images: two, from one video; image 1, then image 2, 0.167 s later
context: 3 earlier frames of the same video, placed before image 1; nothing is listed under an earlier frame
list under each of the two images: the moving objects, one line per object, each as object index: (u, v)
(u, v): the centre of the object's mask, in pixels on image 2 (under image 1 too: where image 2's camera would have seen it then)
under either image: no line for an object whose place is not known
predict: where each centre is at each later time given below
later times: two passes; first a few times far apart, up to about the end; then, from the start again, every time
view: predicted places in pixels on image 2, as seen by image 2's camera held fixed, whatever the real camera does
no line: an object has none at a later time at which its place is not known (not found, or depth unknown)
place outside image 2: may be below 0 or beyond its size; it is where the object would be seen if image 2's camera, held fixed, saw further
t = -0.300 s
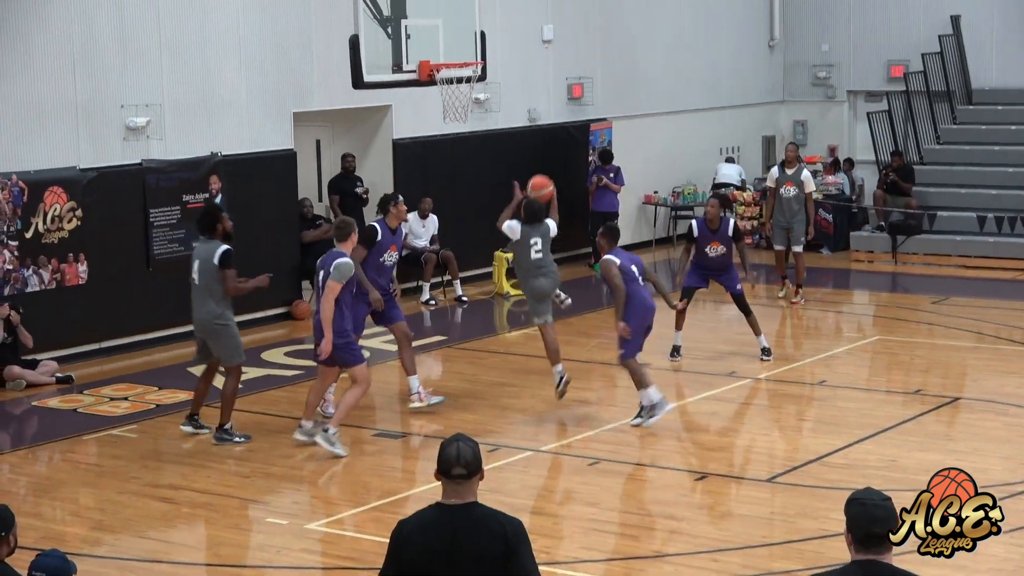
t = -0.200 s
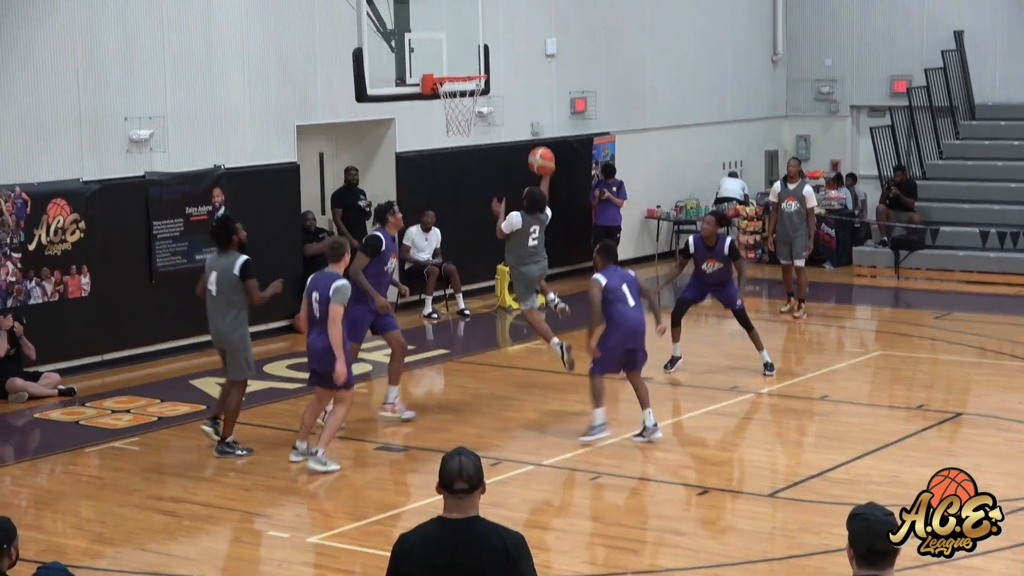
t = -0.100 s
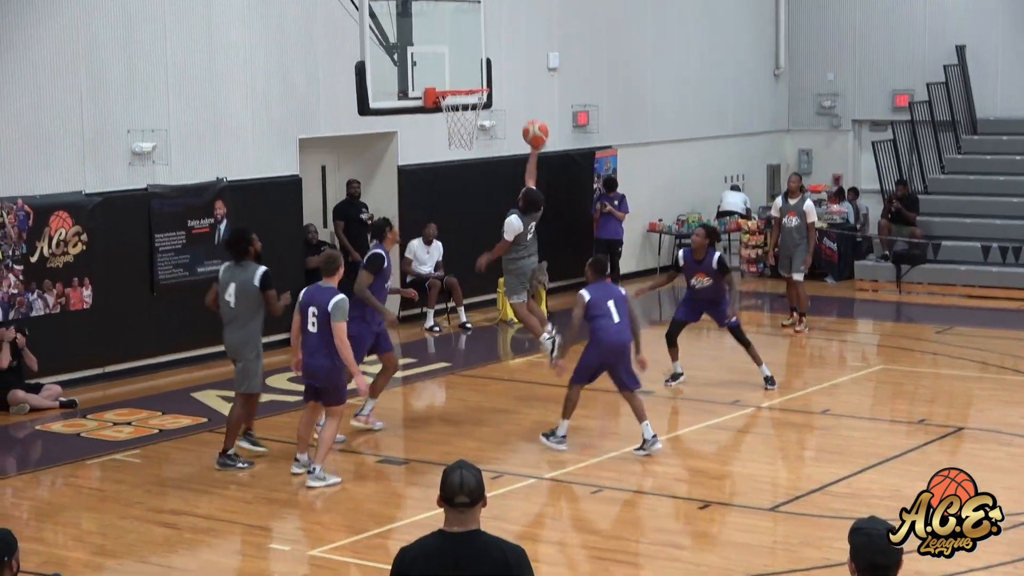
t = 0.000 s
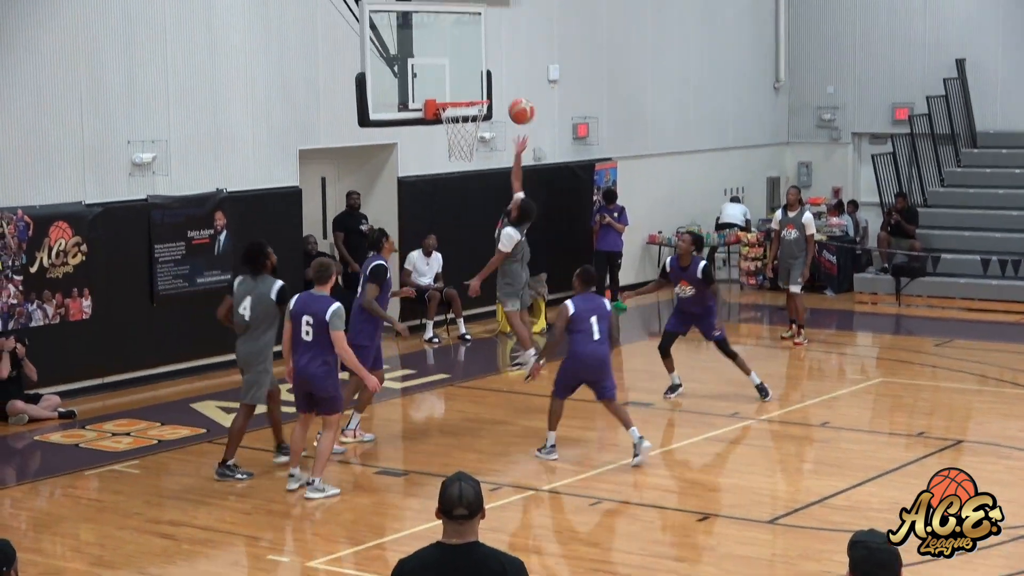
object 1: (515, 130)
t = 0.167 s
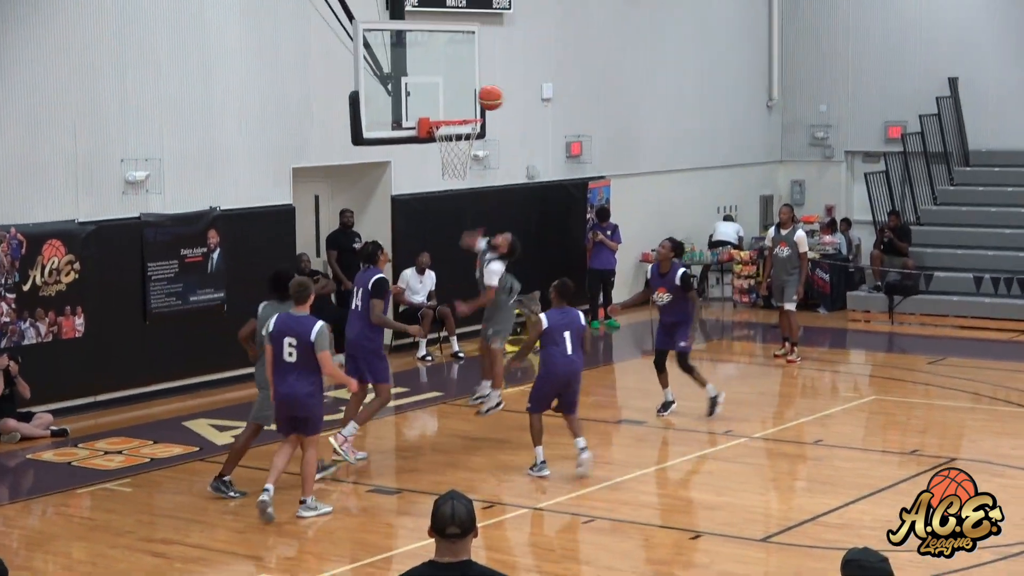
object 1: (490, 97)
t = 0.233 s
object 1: (481, 93)
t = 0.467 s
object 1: (449, 112)
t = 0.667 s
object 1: (456, 153)
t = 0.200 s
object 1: (485, 95)
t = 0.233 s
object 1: (481, 93)
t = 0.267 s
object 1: (476, 92)
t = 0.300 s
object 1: (472, 93)
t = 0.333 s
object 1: (467, 95)
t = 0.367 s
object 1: (463, 98)
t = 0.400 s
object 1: (458, 102)
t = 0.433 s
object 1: (453, 107)
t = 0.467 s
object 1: (449, 112)
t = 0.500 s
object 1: (447, 119)
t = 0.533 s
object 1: (449, 126)
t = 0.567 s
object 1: (450, 134)
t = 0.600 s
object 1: (451, 141)
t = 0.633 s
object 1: (453, 147)
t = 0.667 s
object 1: (456, 153)
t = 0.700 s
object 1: (458, 157)
